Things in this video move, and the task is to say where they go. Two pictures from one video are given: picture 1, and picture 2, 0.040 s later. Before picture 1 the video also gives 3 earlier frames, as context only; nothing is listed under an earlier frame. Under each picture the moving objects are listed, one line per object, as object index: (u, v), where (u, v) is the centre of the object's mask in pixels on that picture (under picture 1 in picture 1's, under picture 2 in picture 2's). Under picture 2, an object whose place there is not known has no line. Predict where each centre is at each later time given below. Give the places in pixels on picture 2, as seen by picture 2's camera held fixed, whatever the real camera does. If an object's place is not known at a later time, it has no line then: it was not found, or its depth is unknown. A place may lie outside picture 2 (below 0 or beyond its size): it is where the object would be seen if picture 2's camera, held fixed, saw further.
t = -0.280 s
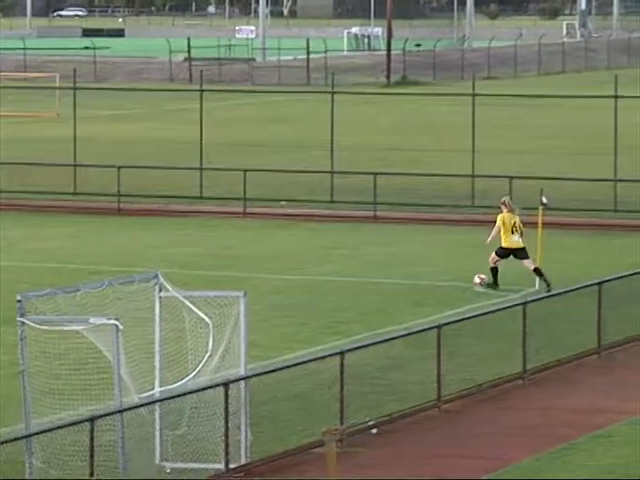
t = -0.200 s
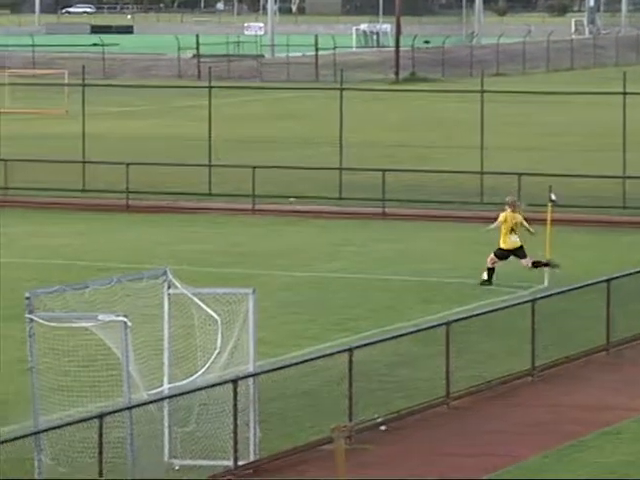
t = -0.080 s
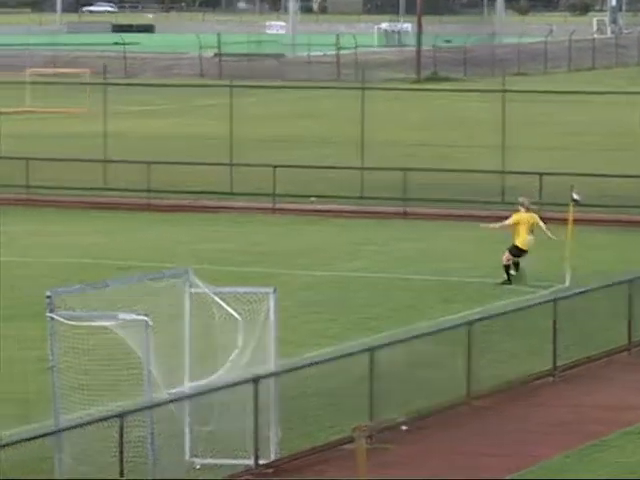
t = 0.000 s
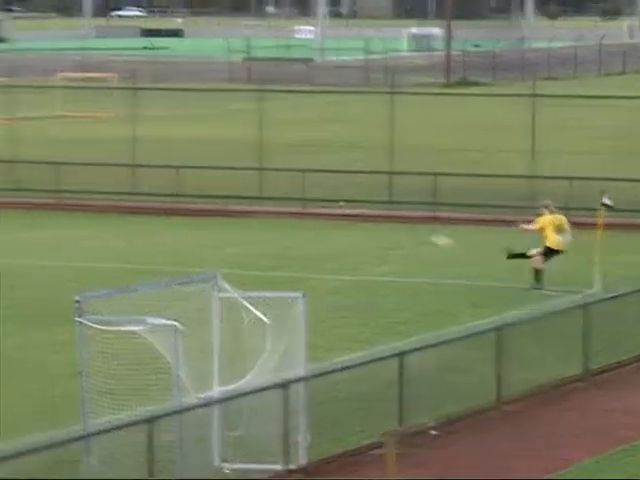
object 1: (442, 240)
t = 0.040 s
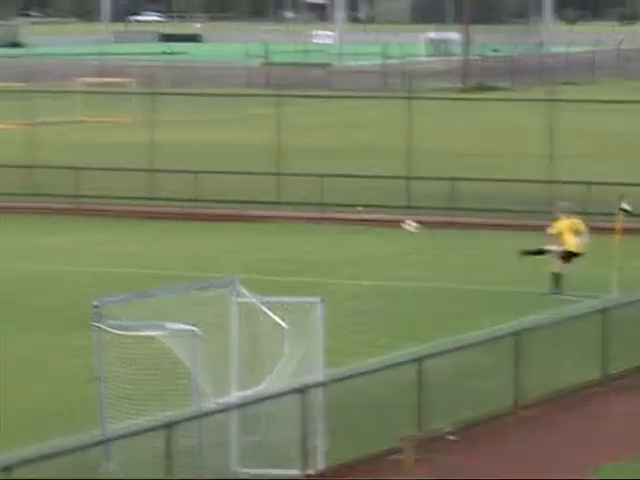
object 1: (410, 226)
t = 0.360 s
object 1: (67, 92)
